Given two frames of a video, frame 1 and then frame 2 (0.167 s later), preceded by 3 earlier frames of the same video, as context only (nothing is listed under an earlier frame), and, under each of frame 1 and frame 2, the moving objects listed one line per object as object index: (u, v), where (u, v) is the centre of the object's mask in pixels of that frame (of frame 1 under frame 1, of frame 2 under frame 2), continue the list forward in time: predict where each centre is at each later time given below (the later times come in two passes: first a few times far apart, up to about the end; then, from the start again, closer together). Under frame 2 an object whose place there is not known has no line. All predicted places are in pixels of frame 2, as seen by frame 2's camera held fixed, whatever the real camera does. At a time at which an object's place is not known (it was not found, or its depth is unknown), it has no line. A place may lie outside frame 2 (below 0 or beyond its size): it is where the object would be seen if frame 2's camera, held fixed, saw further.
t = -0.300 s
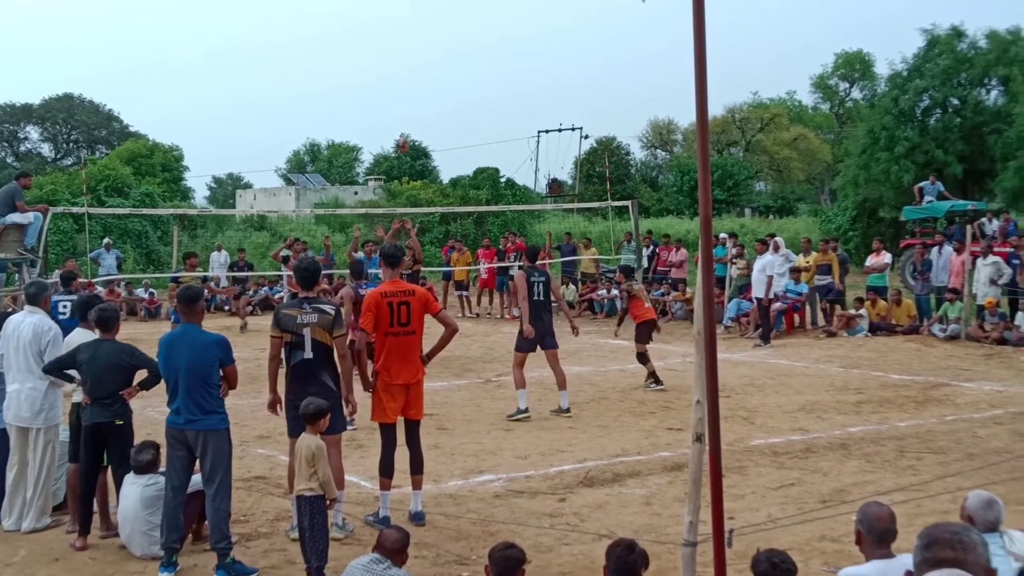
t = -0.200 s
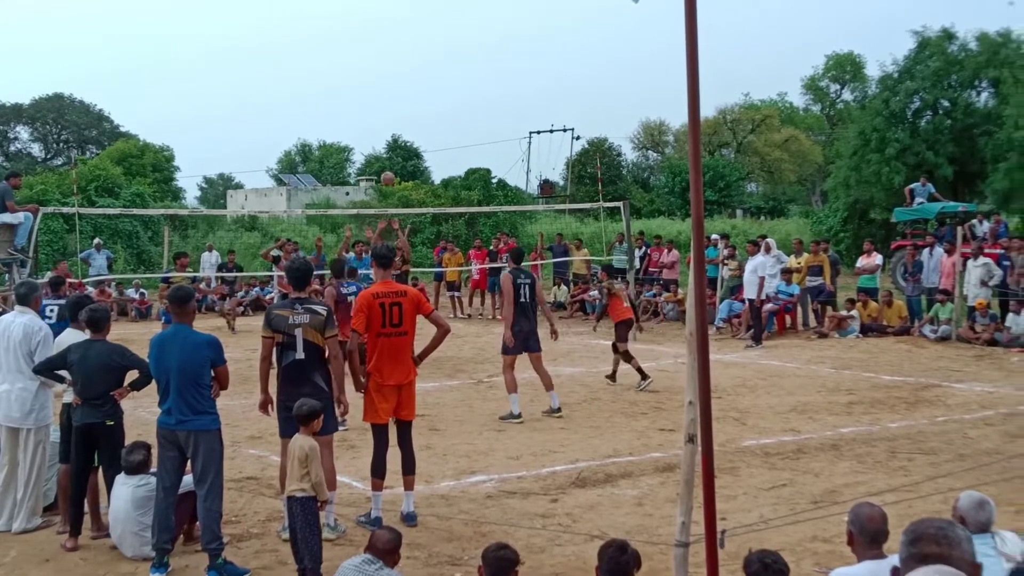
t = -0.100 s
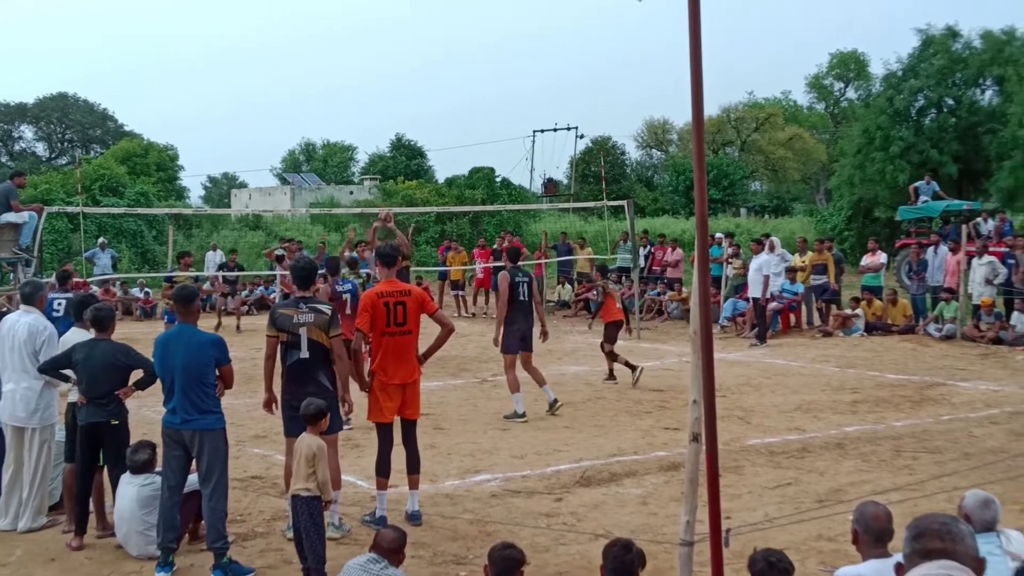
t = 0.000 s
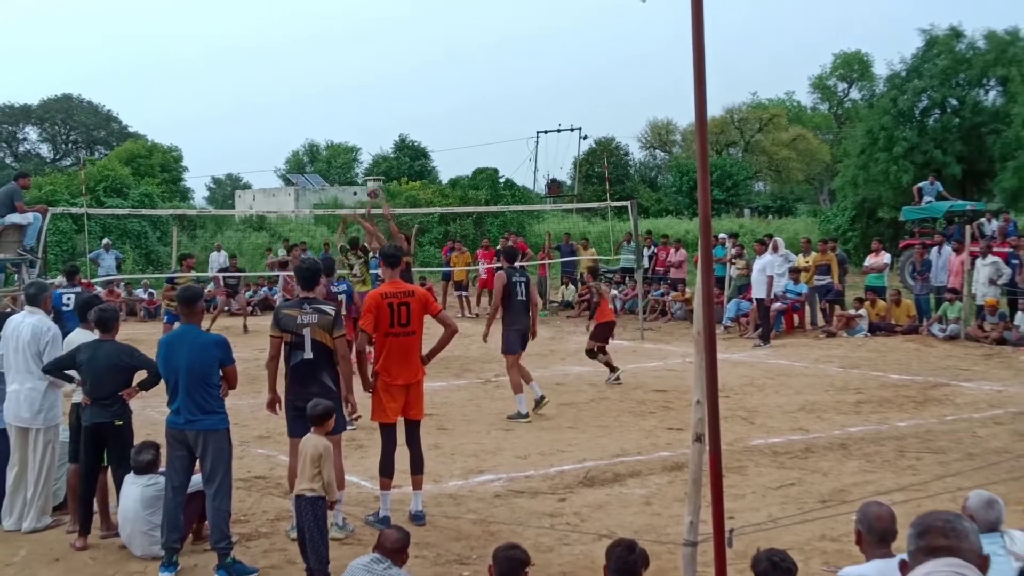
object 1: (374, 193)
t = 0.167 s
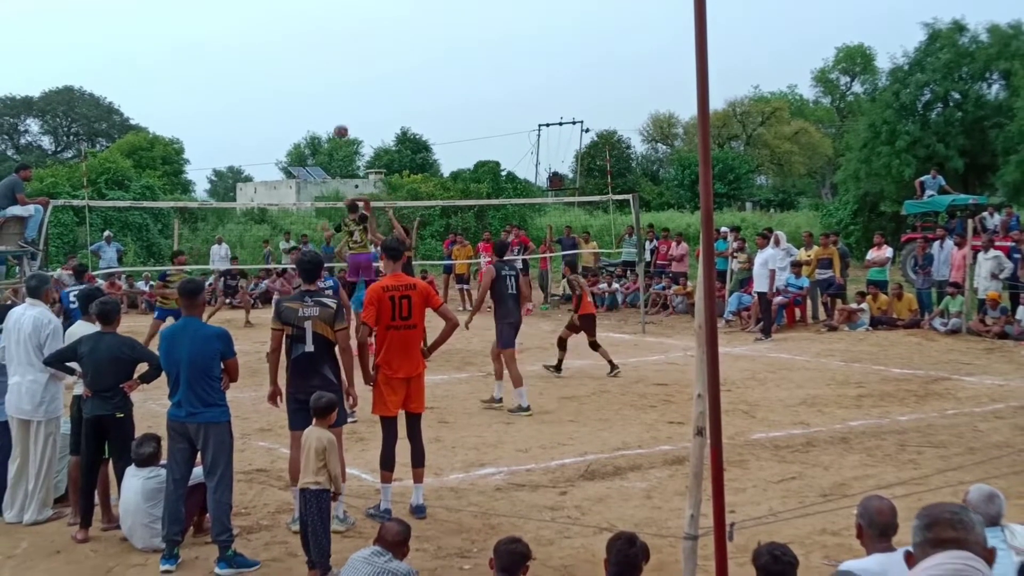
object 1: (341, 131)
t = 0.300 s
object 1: (315, 101)
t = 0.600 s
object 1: (257, 79)
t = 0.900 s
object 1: (200, 123)
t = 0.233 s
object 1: (327, 115)
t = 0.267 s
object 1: (321, 108)
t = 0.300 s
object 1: (315, 101)
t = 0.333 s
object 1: (308, 96)
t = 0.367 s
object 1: (302, 91)
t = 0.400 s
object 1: (295, 87)
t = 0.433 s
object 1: (289, 83)
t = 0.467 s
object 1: (282, 81)
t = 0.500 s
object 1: (276, 79)
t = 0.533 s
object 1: (269, 78)
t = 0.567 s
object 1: (263, 78)
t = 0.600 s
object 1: (257, 79)
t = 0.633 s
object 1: (251, 81)
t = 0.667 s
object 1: (245, 83)
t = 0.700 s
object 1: (238, 87)
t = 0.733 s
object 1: (232, 91)
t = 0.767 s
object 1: (225, 96)
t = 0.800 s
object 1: (219, 101)
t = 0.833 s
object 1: (213, 108)
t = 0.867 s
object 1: (207, 115)
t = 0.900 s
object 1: (200, 123)
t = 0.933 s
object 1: (194, 133)
